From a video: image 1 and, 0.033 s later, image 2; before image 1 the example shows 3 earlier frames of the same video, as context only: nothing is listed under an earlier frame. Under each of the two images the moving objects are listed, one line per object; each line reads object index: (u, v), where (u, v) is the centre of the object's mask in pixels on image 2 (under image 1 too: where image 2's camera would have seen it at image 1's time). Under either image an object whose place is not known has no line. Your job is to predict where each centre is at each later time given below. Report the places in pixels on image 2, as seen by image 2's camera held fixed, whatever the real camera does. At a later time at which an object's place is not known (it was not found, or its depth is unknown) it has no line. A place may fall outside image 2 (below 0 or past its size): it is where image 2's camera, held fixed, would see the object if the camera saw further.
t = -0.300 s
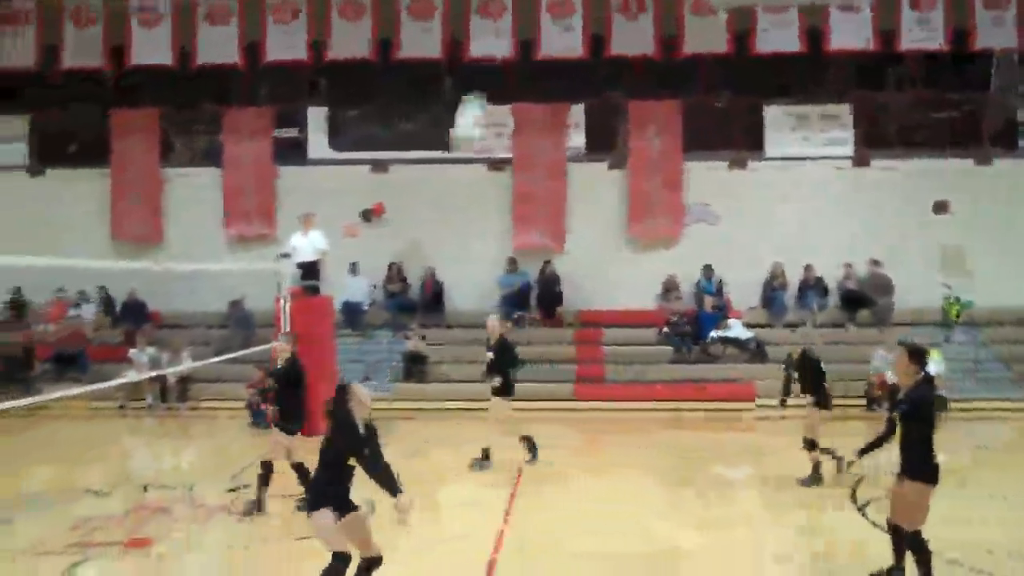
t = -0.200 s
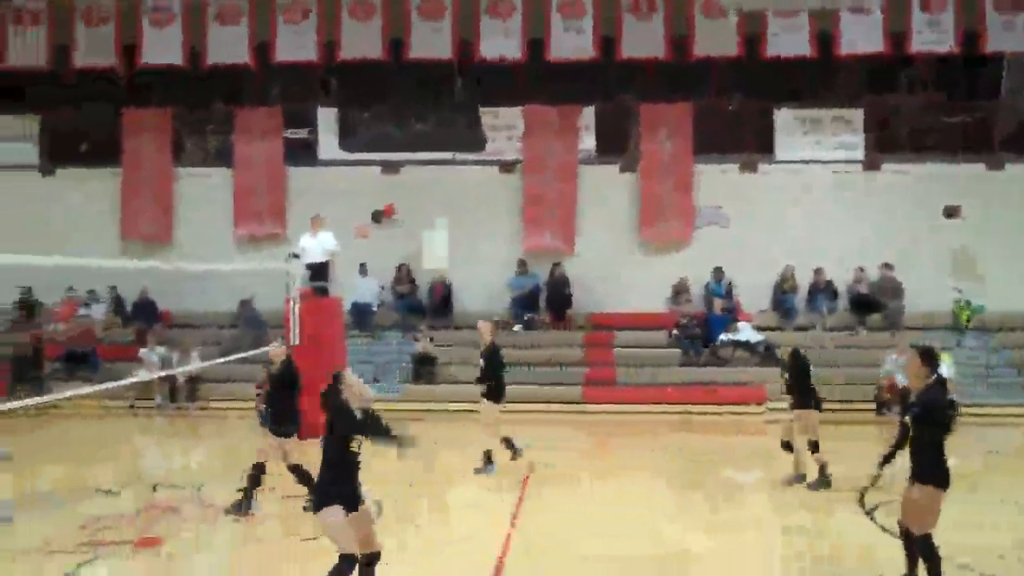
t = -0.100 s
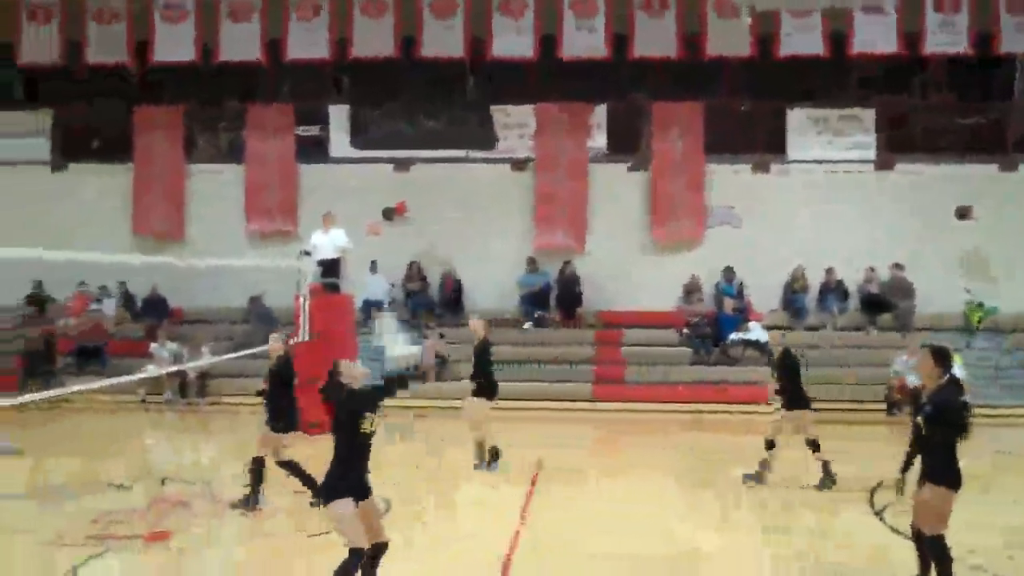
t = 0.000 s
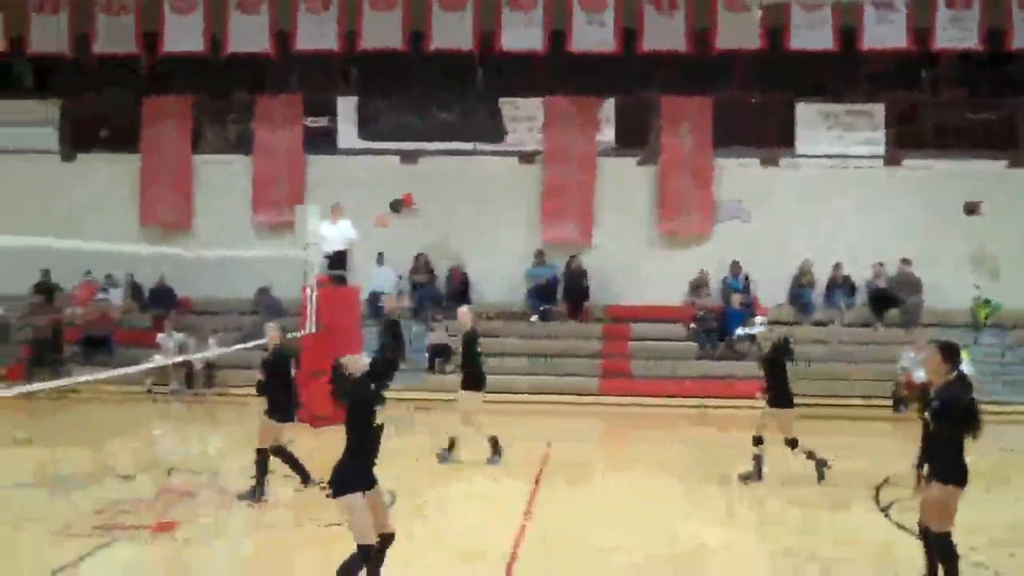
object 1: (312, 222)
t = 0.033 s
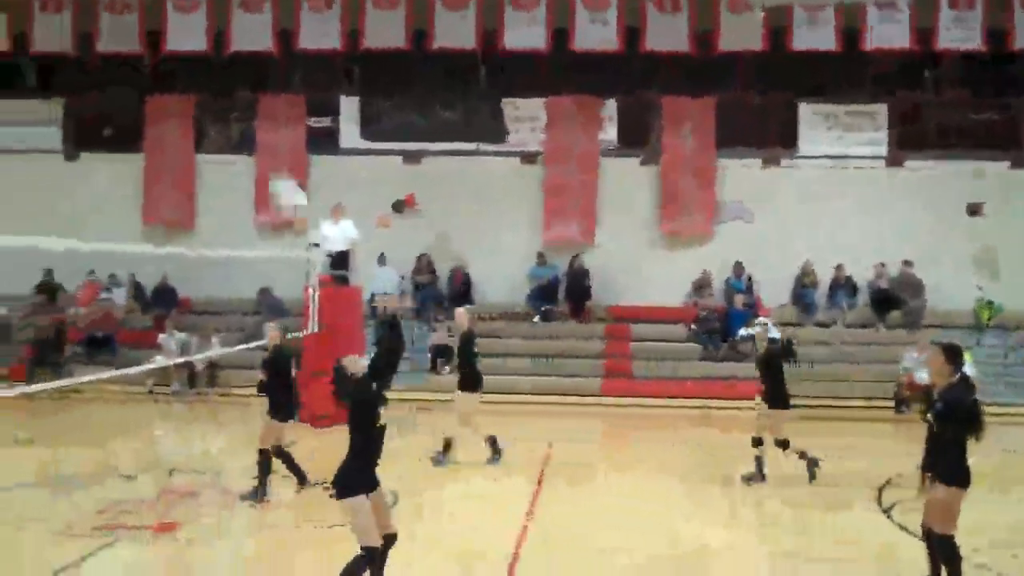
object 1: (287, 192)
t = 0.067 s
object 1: (268, 173)
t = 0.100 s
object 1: (236, 144)
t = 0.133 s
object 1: (215, 126)
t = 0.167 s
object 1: (190, 105)
